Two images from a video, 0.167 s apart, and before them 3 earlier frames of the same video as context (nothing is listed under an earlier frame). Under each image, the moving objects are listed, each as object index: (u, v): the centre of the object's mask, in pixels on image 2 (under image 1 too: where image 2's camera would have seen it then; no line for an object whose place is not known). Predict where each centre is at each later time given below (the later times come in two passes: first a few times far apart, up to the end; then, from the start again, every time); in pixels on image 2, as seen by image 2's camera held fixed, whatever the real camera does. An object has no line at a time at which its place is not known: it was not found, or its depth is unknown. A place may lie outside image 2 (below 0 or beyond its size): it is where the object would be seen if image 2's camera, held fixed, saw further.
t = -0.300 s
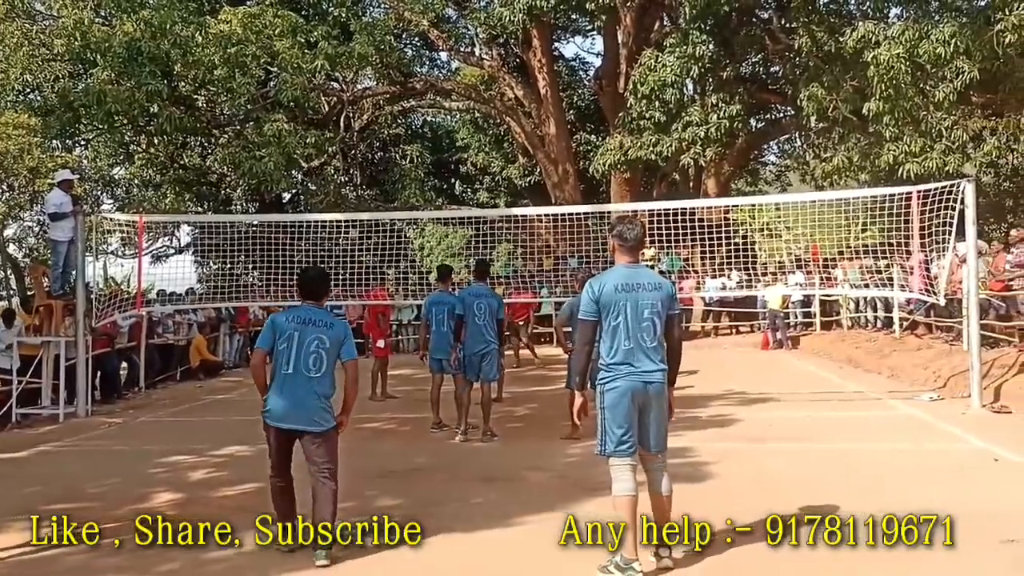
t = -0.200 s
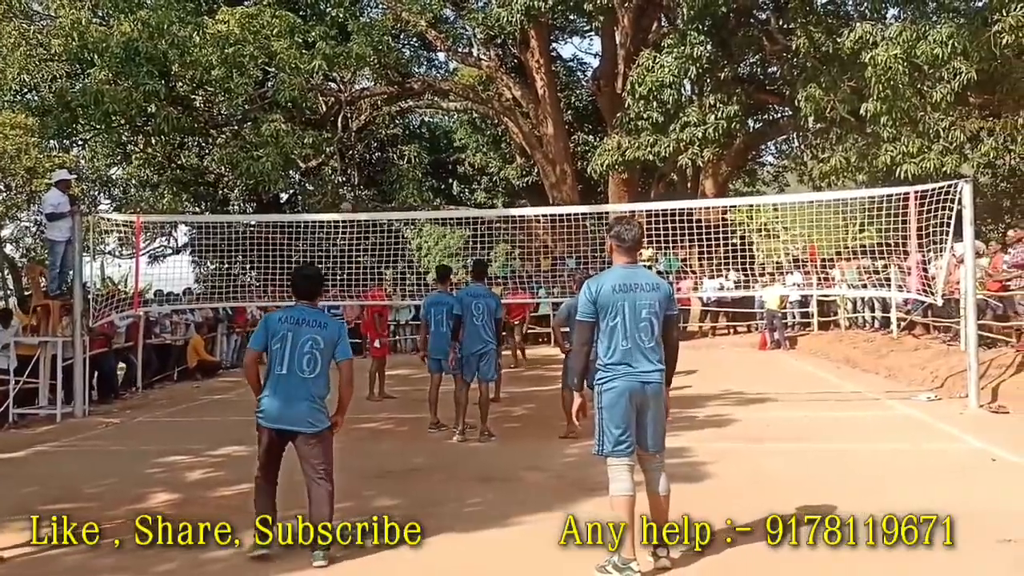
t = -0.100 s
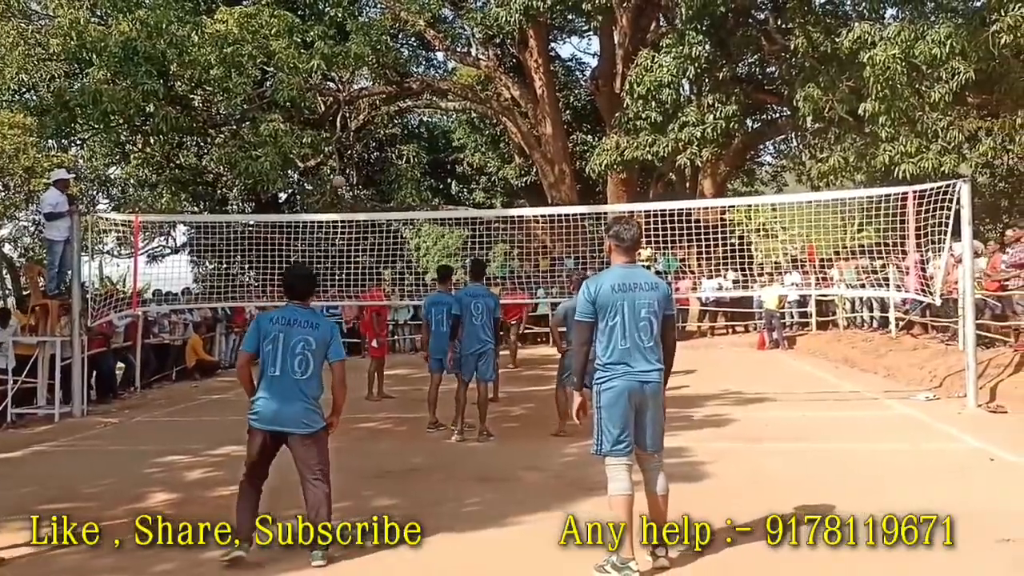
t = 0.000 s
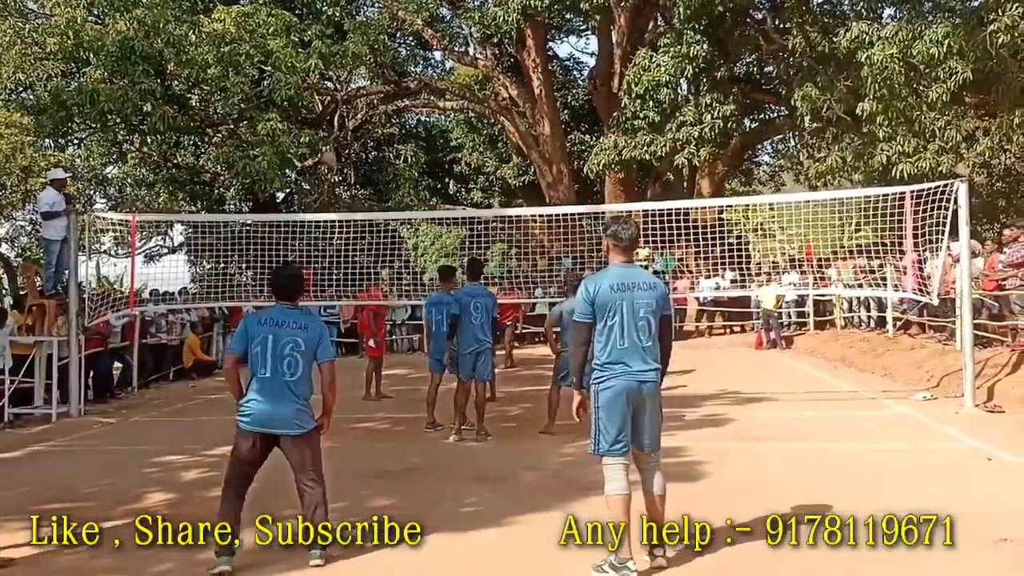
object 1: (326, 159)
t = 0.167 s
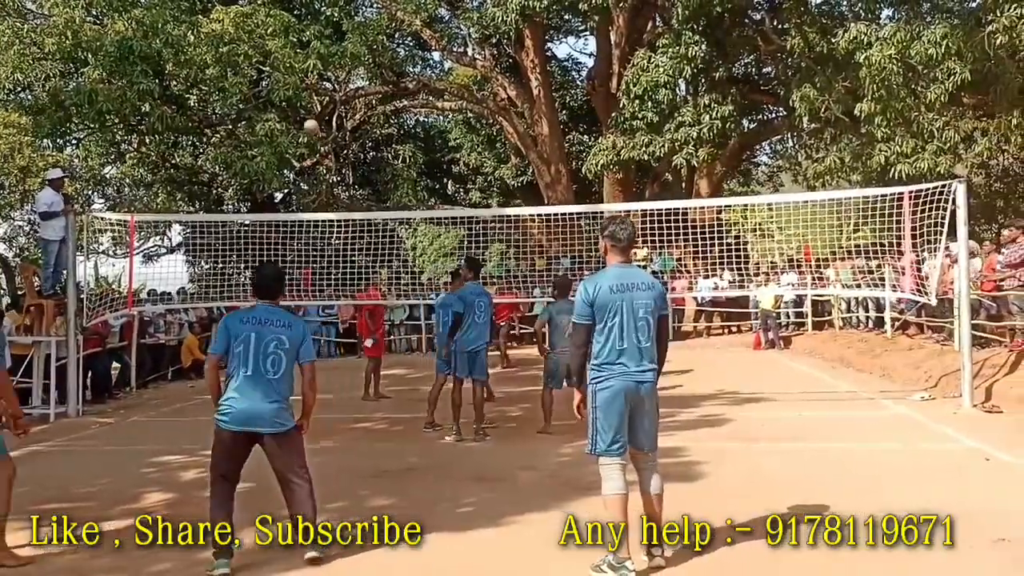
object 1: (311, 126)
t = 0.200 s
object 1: (307, 122)
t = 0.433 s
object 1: (274, 108)
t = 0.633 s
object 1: (239, 139)
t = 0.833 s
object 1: (196, 233)
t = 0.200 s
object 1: (307, 122)
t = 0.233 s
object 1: (303, 119)
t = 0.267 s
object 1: (298, 115)
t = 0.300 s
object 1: (294, 112)
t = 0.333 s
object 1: (289, 111)
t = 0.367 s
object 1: (284, 109)
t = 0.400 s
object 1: (279, 108)
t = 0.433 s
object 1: (274, 108)
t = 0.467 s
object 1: (268, 110)
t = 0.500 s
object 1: (263, 113)
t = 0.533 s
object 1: (257, 118)
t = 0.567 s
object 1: (251, 124)
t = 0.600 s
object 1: (244, 130)
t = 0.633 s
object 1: (239, 139)
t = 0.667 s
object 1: (232, 149)
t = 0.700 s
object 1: (226, 161)
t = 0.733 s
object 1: (218, 175)
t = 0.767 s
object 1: (211, 192)
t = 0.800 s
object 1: (204, 210)
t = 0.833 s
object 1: (196, 233)
